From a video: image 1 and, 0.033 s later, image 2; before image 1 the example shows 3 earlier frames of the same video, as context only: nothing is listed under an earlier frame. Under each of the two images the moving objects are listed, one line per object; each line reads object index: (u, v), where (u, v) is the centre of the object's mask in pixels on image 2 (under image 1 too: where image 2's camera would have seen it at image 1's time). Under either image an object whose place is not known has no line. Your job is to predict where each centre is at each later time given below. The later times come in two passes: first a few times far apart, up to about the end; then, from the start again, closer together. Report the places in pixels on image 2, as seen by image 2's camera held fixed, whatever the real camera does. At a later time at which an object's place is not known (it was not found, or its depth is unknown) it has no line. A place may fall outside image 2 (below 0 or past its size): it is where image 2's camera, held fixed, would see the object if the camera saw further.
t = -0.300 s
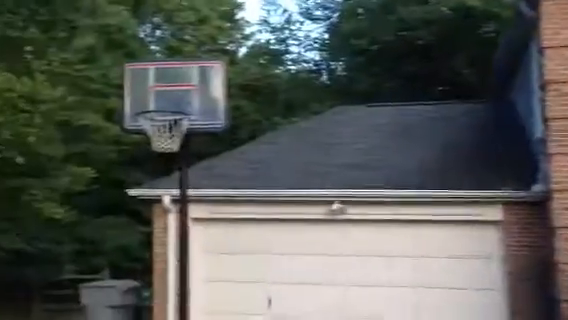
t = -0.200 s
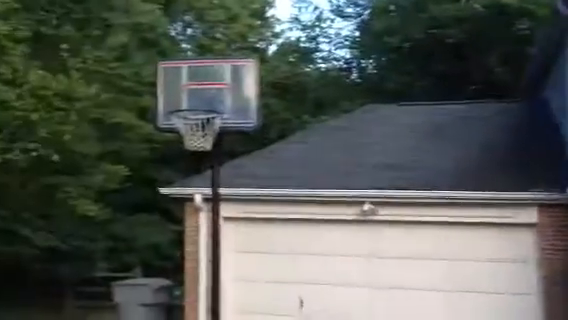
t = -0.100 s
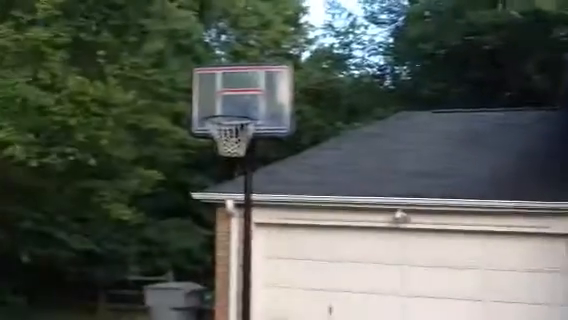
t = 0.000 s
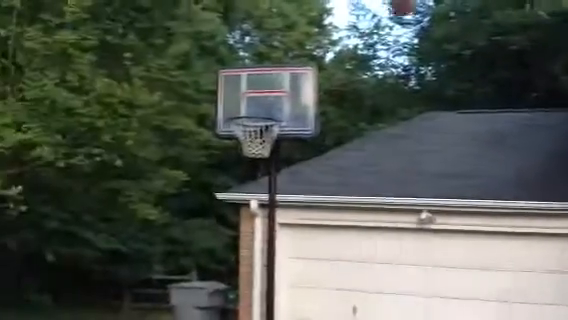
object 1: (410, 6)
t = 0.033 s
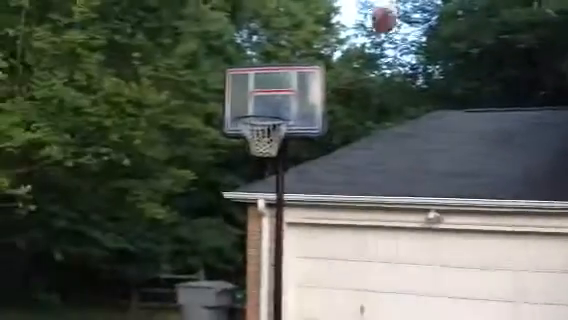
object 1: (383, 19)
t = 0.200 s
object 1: (260, 119)
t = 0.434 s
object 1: (264, 155)
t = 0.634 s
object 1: (285, 209)
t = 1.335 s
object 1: (365, 320)
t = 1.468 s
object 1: (382, 298)
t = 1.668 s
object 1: (409, 297)
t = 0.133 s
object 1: (310, 80)
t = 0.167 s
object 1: (283, 102)
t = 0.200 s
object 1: (260, 119)
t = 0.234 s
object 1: (246, 139)
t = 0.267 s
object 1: (246, 151)
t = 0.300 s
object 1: (248, 152)
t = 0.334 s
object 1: (248, 151)
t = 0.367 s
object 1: (254, 154)
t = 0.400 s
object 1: (262, 147)
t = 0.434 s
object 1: (264, 155)
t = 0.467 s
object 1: (267, 161)
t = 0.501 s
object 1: (271, 167)
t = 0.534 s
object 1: (275, 173)
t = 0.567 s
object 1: (277, 184)
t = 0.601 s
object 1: (282, 196)
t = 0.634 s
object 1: (285, 209)
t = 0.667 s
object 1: (289, 221)
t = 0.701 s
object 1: (291, 238)
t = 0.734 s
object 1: (294, 256)
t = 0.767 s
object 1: (297, 275)
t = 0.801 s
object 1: (302, 297)
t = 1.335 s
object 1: (365, 320)
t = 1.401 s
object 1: (373, 309)
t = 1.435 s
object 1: (377, 303)
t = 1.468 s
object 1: (382, 298)
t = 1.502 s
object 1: (386, 294)
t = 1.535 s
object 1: (391, 292)
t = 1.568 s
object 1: (395, 291)
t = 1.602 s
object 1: (400, 291)
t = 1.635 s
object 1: (404, 293)
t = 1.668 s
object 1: (409, 297)
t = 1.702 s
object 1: (413, 301)
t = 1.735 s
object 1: (417, 308)
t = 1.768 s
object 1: (422, 316)
